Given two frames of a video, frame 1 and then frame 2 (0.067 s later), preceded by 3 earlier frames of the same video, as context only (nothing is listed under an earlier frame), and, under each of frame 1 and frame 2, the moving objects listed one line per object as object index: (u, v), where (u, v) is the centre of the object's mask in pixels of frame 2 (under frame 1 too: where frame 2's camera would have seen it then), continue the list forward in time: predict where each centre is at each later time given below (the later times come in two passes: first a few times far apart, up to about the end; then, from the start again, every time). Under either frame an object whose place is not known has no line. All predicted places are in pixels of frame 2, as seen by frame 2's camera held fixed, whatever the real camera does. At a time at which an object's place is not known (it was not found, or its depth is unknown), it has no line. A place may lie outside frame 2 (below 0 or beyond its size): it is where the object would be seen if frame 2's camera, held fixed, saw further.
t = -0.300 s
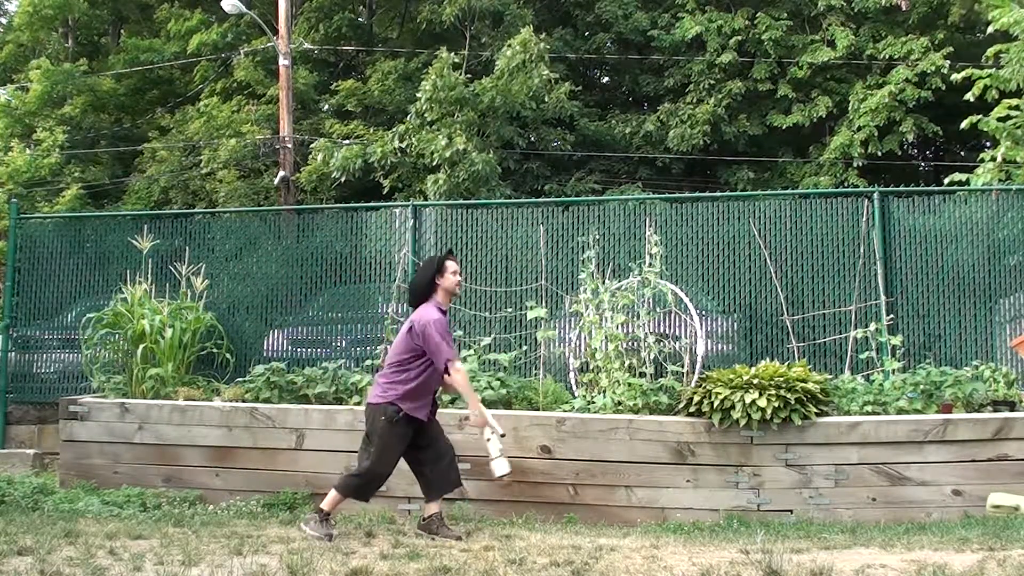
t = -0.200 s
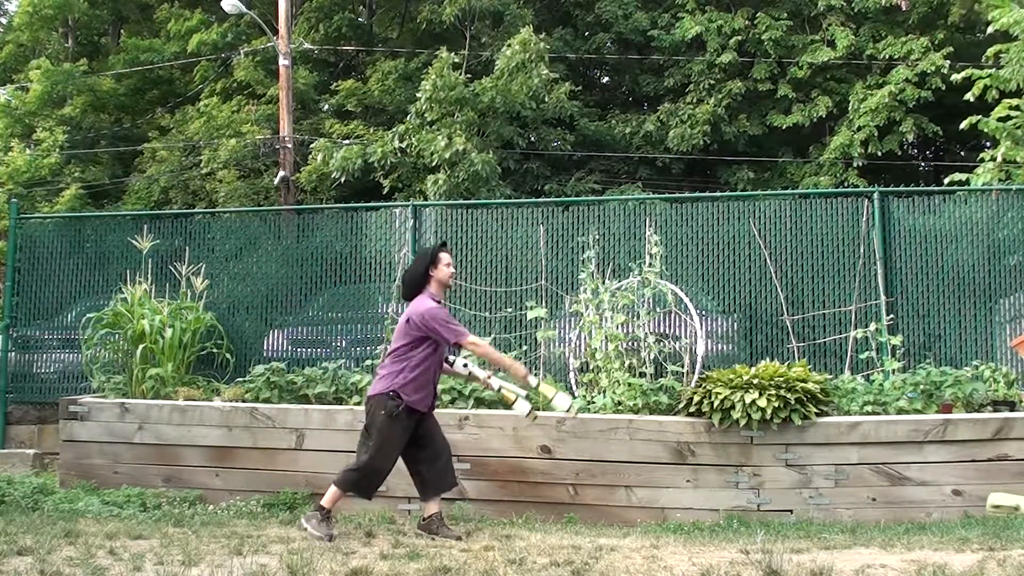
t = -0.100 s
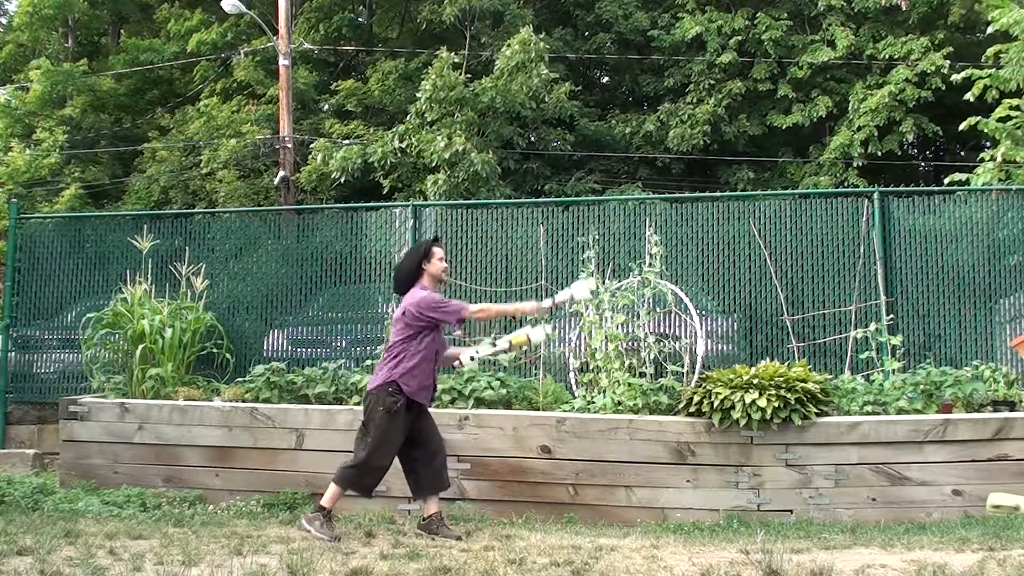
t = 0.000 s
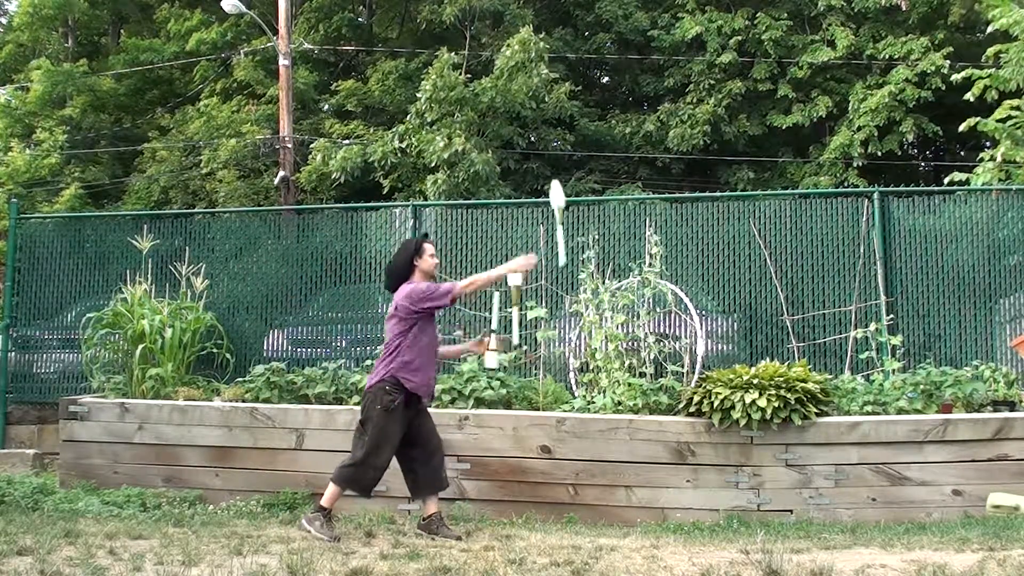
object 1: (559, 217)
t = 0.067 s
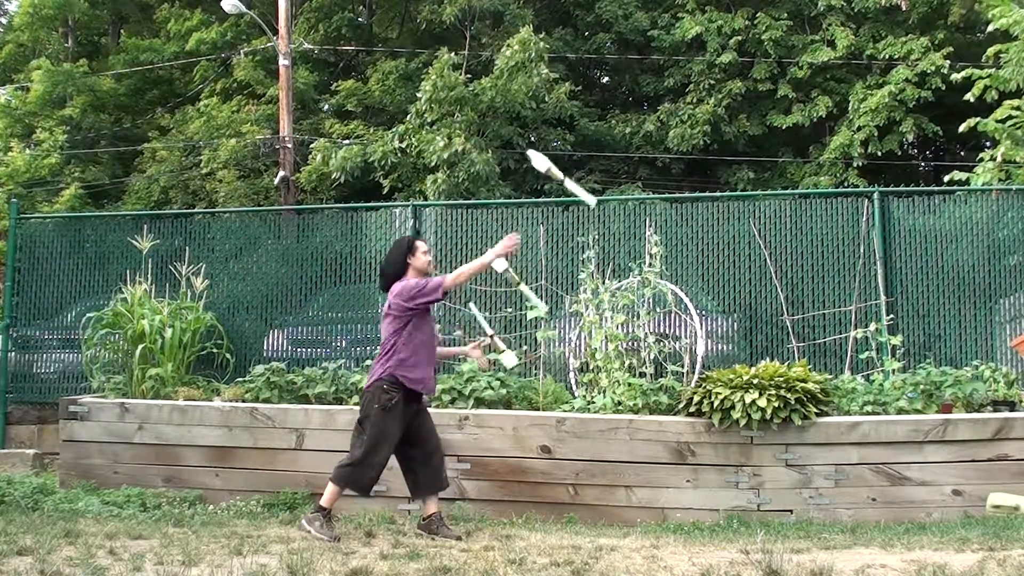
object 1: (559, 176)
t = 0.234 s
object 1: (555, 100)
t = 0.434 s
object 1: (553, 71)
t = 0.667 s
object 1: (546, 123)
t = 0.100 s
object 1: (559, 157)
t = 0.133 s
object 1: (557, 139)
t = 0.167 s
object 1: (556, 125)
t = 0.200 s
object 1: (556, 110)
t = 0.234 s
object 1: (555, 100)
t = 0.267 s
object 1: (555, 93)
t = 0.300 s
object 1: (555, 85)
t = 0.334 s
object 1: (555, 79)
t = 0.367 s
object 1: (556, 75)
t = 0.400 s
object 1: (556, 72)
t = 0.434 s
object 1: (553, 71)
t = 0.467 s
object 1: (552, 72)
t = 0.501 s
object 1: (551, 75)
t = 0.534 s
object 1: (550, 80)
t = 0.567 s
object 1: (549, 87)
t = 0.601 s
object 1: (549, 97)
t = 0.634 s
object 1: (546, 109)
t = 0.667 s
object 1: (546, 123)
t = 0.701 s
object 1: (546, 139)
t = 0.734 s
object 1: (547, 156)
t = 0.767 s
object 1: (549, 174)
